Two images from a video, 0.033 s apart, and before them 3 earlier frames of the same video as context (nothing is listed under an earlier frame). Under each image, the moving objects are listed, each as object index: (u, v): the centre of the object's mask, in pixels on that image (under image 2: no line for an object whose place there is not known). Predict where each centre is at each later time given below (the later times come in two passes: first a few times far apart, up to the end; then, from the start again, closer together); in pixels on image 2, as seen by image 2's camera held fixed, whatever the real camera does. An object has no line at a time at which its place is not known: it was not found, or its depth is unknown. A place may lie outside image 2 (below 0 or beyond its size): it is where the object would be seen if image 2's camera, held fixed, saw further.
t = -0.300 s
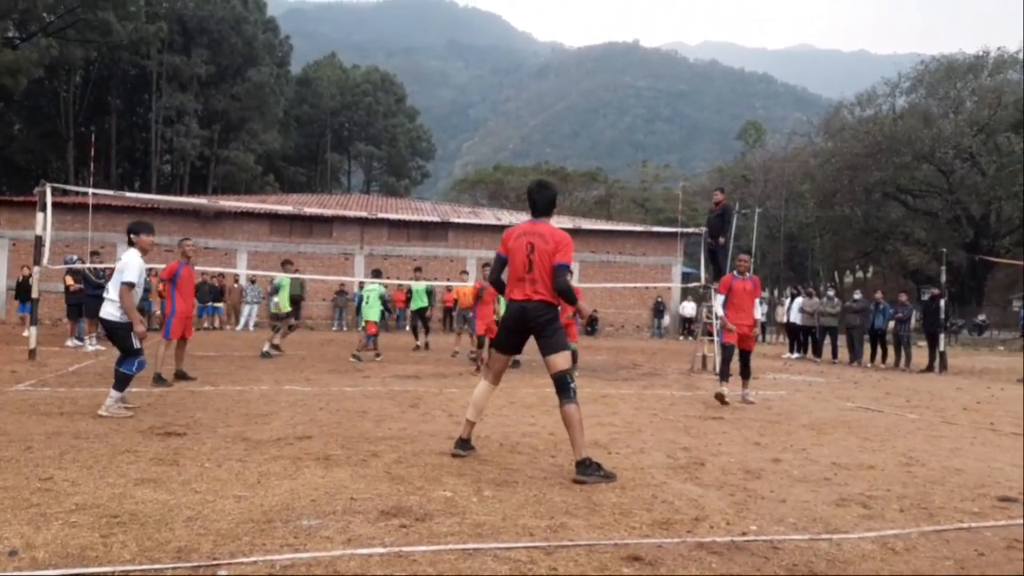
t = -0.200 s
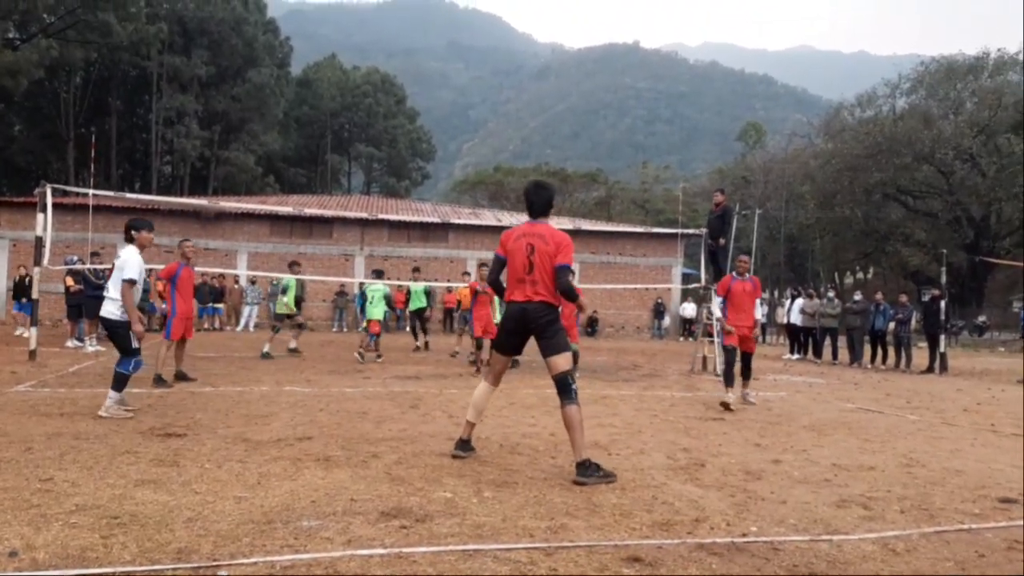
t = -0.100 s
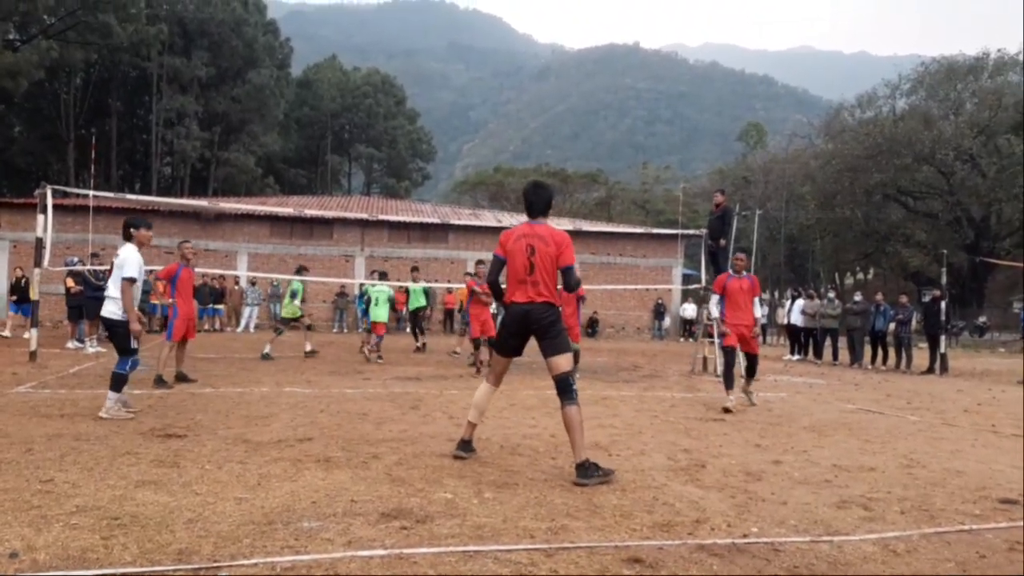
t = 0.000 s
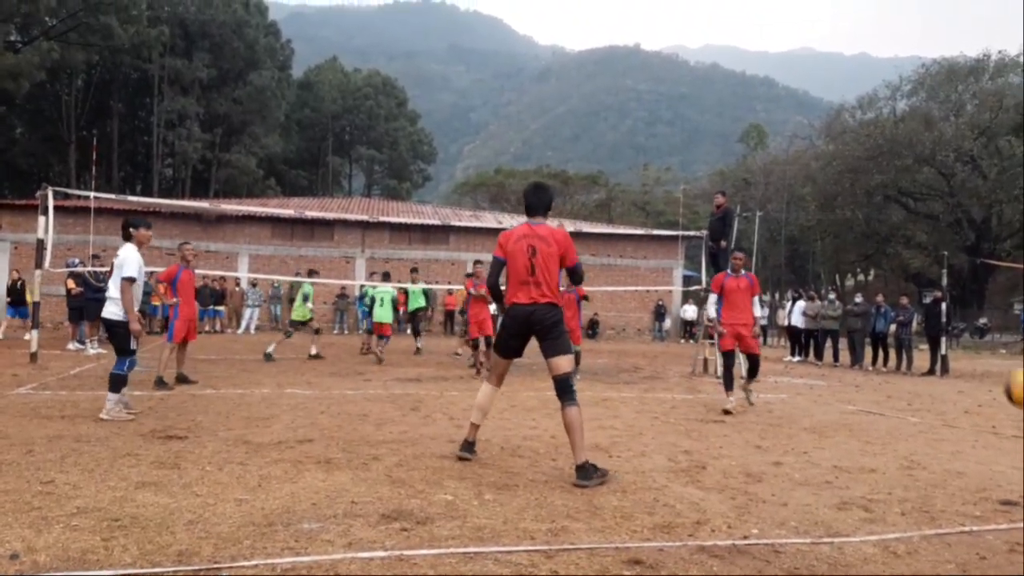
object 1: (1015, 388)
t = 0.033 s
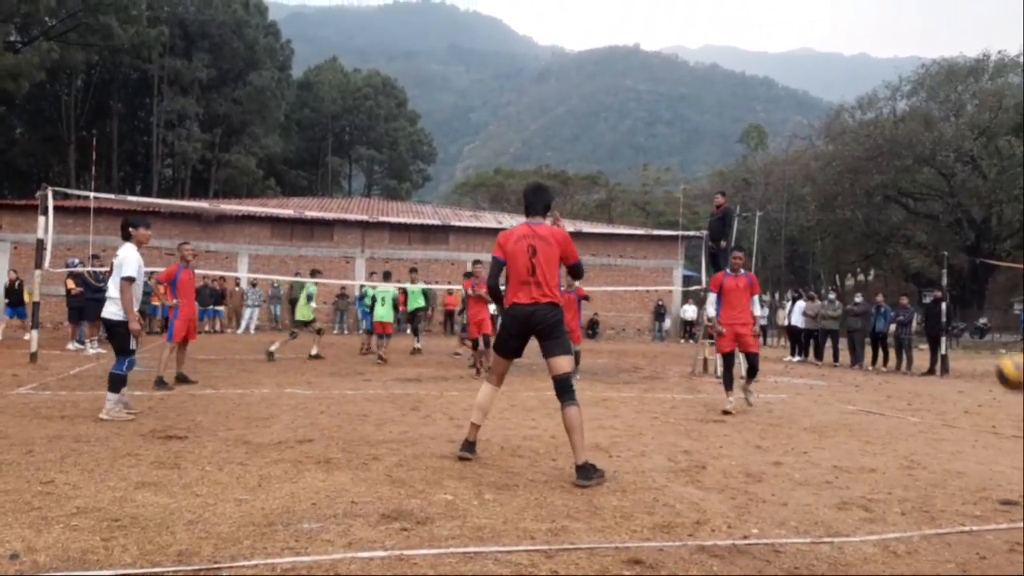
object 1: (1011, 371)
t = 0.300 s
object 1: (951, 320)
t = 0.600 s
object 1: (891, 390)
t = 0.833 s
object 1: (853, 393)
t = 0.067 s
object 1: (1005, 358)
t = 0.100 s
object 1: (999, 347)
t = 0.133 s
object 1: (991, 337)
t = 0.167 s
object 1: (984, 331)
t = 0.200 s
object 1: (975, 325)
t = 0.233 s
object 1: (969, 322)
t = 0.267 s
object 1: (959, 320)
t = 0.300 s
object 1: (951, 320)
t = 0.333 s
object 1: (945, 323)
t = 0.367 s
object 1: (938, 326)
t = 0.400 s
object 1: (930, 331)
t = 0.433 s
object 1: (924, 337)
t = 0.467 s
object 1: (918, 344)
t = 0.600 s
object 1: (891, 390)
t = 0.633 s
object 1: (885, 405)
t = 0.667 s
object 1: (879, 420)
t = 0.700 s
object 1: (873, 437)
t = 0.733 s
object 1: (867, 430)
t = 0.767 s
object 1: (863, 418)
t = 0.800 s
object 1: (858, 404)
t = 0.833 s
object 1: (853, 393)
